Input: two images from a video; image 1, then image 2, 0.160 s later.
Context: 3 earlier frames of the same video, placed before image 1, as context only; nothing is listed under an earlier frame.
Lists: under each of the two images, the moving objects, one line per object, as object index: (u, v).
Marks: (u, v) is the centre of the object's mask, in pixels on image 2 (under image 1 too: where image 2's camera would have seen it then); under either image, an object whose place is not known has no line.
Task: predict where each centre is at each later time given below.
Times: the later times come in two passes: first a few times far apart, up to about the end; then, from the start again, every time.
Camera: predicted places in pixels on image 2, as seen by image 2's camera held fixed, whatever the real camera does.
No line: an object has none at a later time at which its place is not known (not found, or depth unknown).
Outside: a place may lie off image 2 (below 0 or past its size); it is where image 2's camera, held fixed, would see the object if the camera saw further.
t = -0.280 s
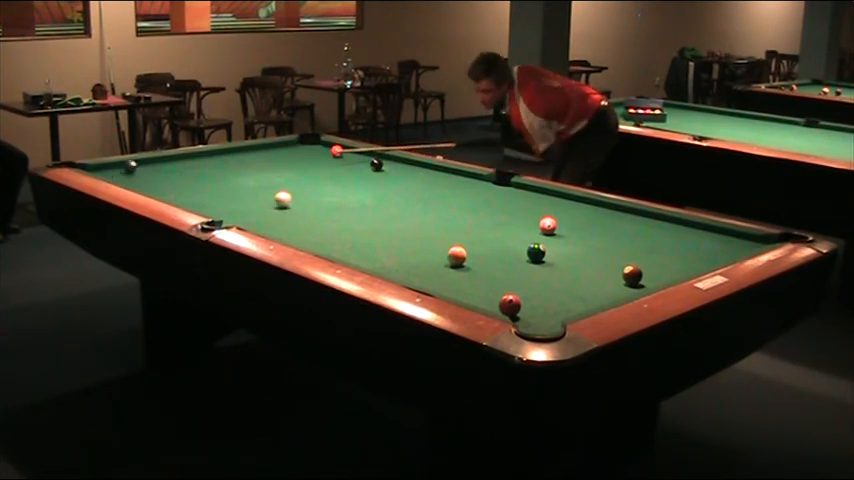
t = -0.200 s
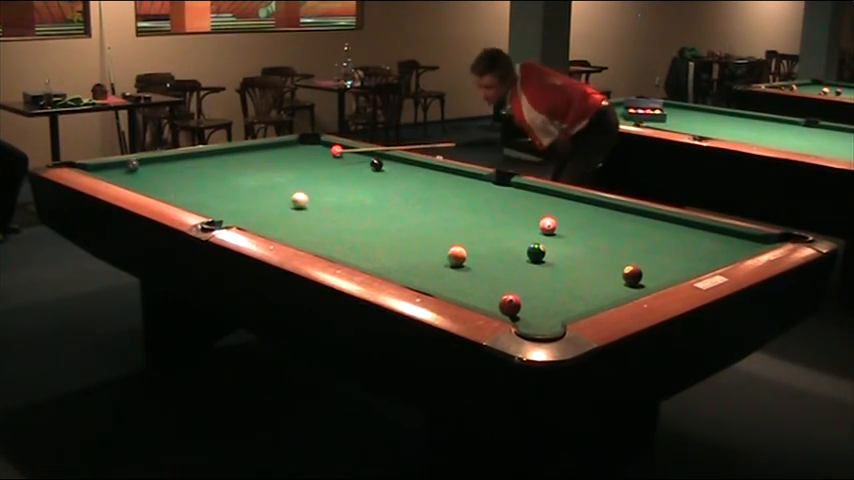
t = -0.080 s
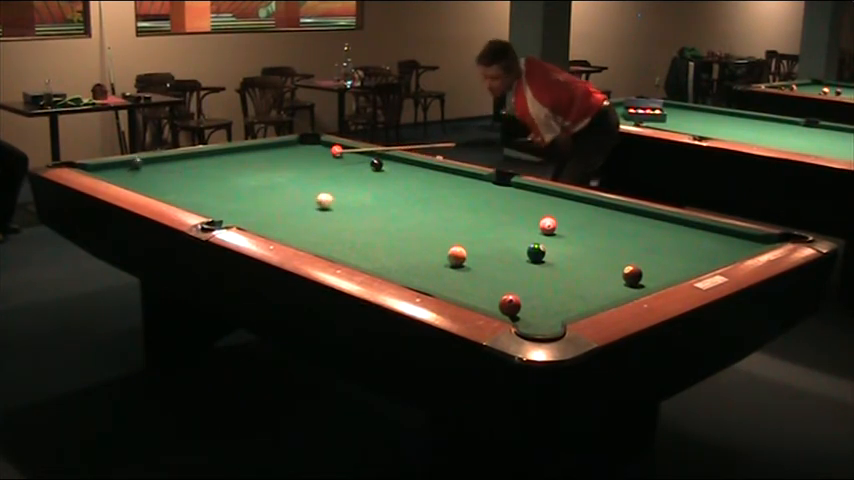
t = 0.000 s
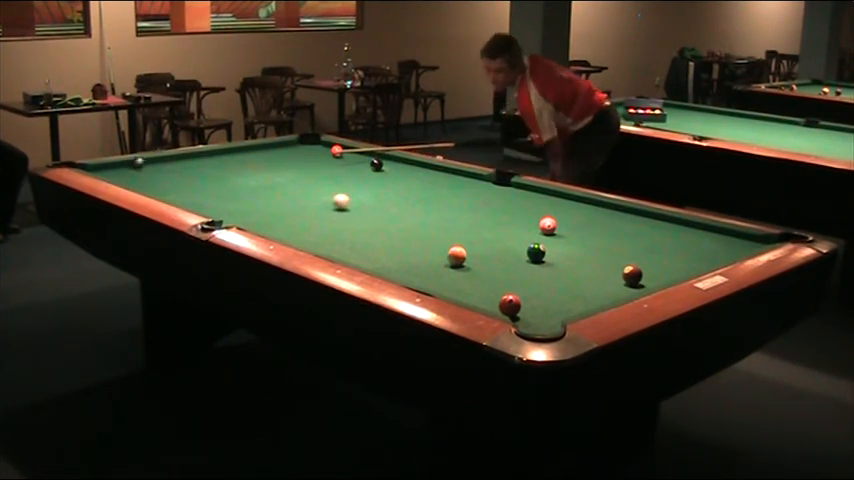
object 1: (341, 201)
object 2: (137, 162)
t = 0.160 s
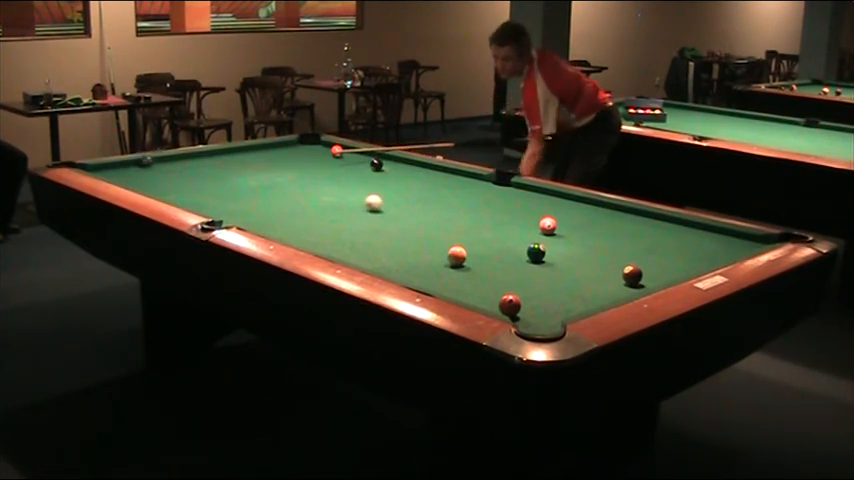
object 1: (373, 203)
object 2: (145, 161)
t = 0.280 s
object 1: (398, 204)
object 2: (156, 161)
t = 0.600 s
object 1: (461, 206)
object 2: (177, 160)
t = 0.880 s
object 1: (515, 208)
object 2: (193, 159)
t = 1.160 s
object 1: (568, 211)
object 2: (210, 159)
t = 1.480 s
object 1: (625, 214)
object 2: (226, 159)
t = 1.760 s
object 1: (660, 217)
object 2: (239, 159)
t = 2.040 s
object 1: (669, 224)
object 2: (250, 158)
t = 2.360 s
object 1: (680, 231)
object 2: (262, 158)
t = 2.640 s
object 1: (689, 237)
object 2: (270, 158)
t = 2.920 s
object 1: (698, 243)
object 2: (278, 158)
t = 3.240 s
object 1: (707, 249)
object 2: (284, 158)
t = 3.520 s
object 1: (714, 253)
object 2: (288, 158)
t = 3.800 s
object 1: (720, 256)
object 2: (291, 157)
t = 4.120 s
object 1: (710, 257)
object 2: (293, 157)
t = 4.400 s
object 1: (703, 257)
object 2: (293, 157)
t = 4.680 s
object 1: (698, 258)
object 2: (293, 157)
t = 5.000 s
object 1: (695, 258)
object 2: (293, 157)
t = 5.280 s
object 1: (694, 258)
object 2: (293, 157)
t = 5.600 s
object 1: (694, 257)
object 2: (293, 157)
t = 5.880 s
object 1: (694, 257)
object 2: (293, 157)
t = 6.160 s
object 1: (693, 257)
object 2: (293, 157)
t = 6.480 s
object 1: (693, 257)
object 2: (293, 157)
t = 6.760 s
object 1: (693, 257)
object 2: (293, 157)
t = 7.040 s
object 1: (693, 257)
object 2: (293, 157)
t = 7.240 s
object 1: (693, 257)
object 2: (293, 157)
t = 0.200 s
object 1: (382, 203)
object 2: (149, 161)
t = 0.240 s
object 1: (390, 203)
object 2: (153, 161)
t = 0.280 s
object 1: (398, 204)
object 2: (156, 161)
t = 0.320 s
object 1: (406, 204)
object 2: (158, 161)
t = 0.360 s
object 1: (414, 204)
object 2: (160, 160)
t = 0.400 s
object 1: (422, 205)
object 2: (163, 159)
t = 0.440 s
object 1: (430, 205)
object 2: (166, 159)
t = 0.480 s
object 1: (438, 205)
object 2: (170, 159)
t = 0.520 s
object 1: (446, 206)
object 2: (172, 159)
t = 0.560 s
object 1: (453, 206)
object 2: (174, 160)
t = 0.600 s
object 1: (461, 206)
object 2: (177, 160)
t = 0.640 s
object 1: (469, 207)
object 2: (179, 160)
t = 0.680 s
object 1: (477, 207)
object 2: (182, 160)
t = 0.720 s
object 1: (484, 207)
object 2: (185, 159)
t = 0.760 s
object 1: (492, 208)
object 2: (187, 160)
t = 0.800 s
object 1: (500, 208)
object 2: (189, 159)
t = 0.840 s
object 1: (507, 208)
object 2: (191, 159)
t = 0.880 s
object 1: (515, 208)
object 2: (193, 159)
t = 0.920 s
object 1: (523, 209)
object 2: (196, 158)
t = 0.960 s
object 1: (530, 209)
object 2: (199, 158)
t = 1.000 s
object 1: (537, 210)
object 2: (201, 158)
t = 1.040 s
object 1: (544, 209)
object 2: (203, 159)
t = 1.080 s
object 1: (552, 209)
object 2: (206, 159)
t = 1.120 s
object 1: (560, 210)
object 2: (208, 159)
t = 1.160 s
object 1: (568, 211)
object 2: (210, 159)
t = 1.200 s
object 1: (575, 211)
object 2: (212, 159)
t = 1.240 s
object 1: (581, 211)
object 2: (214, 159)
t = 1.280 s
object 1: (589, 212)
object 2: (216, 159)
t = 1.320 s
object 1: (596, 212)
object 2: (218, 159)
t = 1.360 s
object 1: (603, 212)
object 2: (221, 159)
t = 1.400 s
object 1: (610, 213)
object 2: (223, 159)
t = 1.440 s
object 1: (617, 213)
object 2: (224, 159)
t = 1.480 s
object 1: (625, 214)
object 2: (226, 159)
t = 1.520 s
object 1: (631, 214)
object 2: (227, 159)
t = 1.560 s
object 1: (639, 214)
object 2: (230, 159)
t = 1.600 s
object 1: (645, 214)
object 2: (232, 159)
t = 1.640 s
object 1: (652, 215)
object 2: (233, 159)
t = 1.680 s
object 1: (657, 215)
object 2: (236, 159)
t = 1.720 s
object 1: (659, 216)
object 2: (238, 159)
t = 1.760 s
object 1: (660, 217)
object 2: (239, 159)
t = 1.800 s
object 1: (661, 218)
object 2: (241, 159)
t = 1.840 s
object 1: (663, 219)
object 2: (242, 159)
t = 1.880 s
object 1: (664, 220)
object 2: (244, 159)
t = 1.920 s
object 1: (665, 221)
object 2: (246, 159)
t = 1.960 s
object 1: (667, 222)
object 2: (247, 159)
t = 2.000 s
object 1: (668, 223)
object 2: (249, 159)
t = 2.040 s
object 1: (669, 224)
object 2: (250, 158)
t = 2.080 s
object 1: (671, 224)
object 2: (252, 158)
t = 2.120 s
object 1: (672, 225)
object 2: (253, 158)
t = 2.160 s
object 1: (673, 226)
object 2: (255, 158)
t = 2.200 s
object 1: (675, 227)
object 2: (257, 158)
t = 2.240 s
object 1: (676, 228)
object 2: (258, 158)
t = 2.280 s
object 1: (677, 229)
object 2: (260, 158)
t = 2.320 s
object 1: (678, 230)
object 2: (261, 158)
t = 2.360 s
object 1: (680, 231)
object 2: (262, 158)
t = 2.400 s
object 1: (681, 231)
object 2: (264, 158)
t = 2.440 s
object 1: (682, 233)
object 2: (265, 158)
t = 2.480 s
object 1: (683, 233)
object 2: (266, 158)
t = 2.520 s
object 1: (685, 234)
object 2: (267, 158)
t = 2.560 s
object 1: (686, 235)
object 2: (268, 158)
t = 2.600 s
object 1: (687, 236)
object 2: (269, 158)
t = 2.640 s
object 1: (689, 237)
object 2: (270, 158)
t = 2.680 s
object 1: (690, 237)
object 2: (272, 158)
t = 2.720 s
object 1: (691, 238)
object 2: (272, 158)
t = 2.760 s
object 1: (693, 240)
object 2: (274, 158)
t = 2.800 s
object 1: (694, 240)
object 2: (275, 158)
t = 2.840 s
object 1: (695, 241)
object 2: (276, 158)
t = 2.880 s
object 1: (697, 242)
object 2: (277, 158)
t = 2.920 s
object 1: (698, 243)
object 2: (278, 158)
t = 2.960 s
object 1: (699, 243)
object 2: (279, 158)
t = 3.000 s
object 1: (700, 244)
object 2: (279, 158)
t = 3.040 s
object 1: (702, 245)
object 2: (280, 158)
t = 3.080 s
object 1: (703, 246)
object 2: (281, 158)
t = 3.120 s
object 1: (704, 247)
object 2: (282, 158)
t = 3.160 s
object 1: (705, 247)
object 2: (282, 158)
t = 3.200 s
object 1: (706, 248)
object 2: (283, 158)
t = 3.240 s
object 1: (707, 249)
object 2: (284, 158)
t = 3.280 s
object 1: (709, 250)
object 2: (284, 158)
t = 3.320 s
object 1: (710, 251)
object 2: (285, 158)
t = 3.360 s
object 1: (711, 251)
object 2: (286, 158)
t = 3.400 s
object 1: (712, 252)
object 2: (286, 158)
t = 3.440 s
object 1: (713, 252)
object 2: (287, 158)
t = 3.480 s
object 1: (714, 253)
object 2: (287, 158)
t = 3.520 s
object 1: (714, 253)
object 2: (288, 158)
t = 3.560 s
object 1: (715, 254)
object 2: (288, 158)
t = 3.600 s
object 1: (717, 254)
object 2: (288, 158)
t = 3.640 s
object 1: (718, 254)
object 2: (289, 158)
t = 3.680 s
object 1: (718, 255)
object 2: (290, 158)
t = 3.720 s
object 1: (719, 256)
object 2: (290, 157)
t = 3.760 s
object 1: (720, 256)
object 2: (291, 157)
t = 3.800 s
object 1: (720, 256)
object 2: (291, 157)
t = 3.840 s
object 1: (718, 256)
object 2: (291, 157)
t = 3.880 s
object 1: (717, 256)
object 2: (291, 157)
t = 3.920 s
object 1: (716, 256)
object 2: (292, 157)
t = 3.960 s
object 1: (714, 256)
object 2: (292, 157)
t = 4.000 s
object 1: (713, 256)
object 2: (292, 157)
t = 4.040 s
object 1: (712, 256)
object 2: (292, 157)
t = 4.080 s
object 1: (711, 256)
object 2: (293, 157)
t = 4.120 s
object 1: (710, 257)
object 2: (293, 157)
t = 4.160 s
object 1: (709, 257)
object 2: (293, 157)
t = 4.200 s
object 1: (707, 257)
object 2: (293, 157)
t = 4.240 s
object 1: (706, 257)
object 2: (293, 157)
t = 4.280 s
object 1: (706, 257)
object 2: (293, 157)
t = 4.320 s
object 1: (705, 257)
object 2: (293, 157)
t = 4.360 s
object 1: (704, 257)
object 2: (293, 157)
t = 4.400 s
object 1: (703, 257)
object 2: (293, 157)
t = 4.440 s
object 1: (702, 257)
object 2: (293, 157)
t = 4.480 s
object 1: (701, 258)
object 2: (293, 157)
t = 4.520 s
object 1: (700, 257)
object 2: (293, 157)
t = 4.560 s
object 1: (700, 258)
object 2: (293, 157)
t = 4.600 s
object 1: (699, 258)
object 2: (293, 157)
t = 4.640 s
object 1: (699, 257)
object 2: (293, 157)
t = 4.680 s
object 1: (698, 258)
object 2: (293, 157)
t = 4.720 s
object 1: (697, 258)
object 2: (293, 157)
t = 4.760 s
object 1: (697, 258)
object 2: (293, 157)
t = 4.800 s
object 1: (696, 258)
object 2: (293, 157)
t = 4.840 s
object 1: (696, 258)
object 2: (293, 157)
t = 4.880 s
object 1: (696, 258)
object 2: (293, 157)
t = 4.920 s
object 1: (695, 258)
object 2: (293, 157)
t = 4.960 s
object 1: (695, 258)
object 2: (293, 157)
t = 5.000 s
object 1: (695, 258)
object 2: (293, 157)
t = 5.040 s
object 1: (695, 258)
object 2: (293, 157)
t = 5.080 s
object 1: (694, 258)
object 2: (293, 157)
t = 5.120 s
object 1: (694, 258)
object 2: (293, 157)
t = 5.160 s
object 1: (694, 258)
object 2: (293, 157)
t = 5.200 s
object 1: (694, 258)
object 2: (293, 157)
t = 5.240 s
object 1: (694, 258)
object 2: (293, 157)
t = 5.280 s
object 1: (694, 258)
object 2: (293, 157)
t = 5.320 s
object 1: (694, 258)
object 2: (293, 157)
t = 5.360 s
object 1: (694, 257)
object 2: (293, 157)
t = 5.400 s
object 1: (694, 257)
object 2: (293, 157)
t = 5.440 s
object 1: (694, 257)
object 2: (293, 157)
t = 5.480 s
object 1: (694, 257)
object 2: (293, 157)
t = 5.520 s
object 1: (694, 257)
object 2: (293, 157)
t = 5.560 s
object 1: (694, 257)
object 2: (293, 157)
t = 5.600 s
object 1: (694, 257)
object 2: (293, 157)
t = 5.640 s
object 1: (694, 257)
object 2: (293, 157)
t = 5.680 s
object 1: (694, 257)
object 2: (293, 157)
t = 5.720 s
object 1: (694, 257)
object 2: (293, 157)
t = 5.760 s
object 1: (694, 257)
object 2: (293, 157)
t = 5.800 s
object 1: (694, 257)
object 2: (293, 157)
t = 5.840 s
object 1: (694, 257)
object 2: (293, 157)
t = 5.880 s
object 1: (694, 257)
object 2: (293, 157)
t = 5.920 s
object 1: (694, 257)
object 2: (293, 157)
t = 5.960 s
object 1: (694, 257)
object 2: (293, 157)
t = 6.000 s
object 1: (693, 257)
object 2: (293, 157)
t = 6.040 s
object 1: (693, 257)
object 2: (293, 157)
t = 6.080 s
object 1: (693, 257)
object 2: (293, 157)
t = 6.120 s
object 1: (693, 257)
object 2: (293, 157)
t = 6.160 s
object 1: (693, 257)
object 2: (293, 157)
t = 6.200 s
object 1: (693, 257)
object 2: (293, 157)
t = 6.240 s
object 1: (693, 257)
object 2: (293, 157)
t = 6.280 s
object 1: (693, 257)
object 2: (293, 157)
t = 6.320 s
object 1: (693, 257)
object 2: (293, 157)
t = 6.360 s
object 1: (693, 257)
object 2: (293, 157)
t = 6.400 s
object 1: (693, 257)
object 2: (293, 157)
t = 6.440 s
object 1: (693, 257)
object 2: (293, 157)
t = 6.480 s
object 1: (693, 257)
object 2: (293, 157)
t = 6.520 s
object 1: (693, 257)
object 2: (293, 157)
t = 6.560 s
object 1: (693, 257)
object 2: (293, 157)
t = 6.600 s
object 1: (693, 257)
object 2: (293, 157)
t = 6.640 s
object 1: (693, 257)
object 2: (293, 157)
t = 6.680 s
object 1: (693, 257)
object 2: (293, 157)
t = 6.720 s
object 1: (693, 257)
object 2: (293, 157)
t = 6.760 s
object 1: (693, 257)
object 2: (293, 157)
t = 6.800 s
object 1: (693, 257)
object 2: (293, 157)
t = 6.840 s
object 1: (693, 257)
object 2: (293, 157)
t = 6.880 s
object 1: (693, 257)
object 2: (293, 157)
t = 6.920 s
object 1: (693, 257)
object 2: (293, 157)
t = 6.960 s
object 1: (693, 257)
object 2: (293, 157)
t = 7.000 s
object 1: (693, 257)
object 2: (293, 157)
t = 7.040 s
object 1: (693, 257)
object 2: (293, 157)
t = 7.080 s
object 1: (693, 257)
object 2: (293, 157)
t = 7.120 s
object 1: (693, 257)
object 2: (293, 157)
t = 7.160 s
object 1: (693, 257)
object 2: (293, 157)
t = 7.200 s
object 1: (693, 257)
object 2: (293, 157)
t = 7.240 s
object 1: (693, 257)
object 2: (293, 157)
